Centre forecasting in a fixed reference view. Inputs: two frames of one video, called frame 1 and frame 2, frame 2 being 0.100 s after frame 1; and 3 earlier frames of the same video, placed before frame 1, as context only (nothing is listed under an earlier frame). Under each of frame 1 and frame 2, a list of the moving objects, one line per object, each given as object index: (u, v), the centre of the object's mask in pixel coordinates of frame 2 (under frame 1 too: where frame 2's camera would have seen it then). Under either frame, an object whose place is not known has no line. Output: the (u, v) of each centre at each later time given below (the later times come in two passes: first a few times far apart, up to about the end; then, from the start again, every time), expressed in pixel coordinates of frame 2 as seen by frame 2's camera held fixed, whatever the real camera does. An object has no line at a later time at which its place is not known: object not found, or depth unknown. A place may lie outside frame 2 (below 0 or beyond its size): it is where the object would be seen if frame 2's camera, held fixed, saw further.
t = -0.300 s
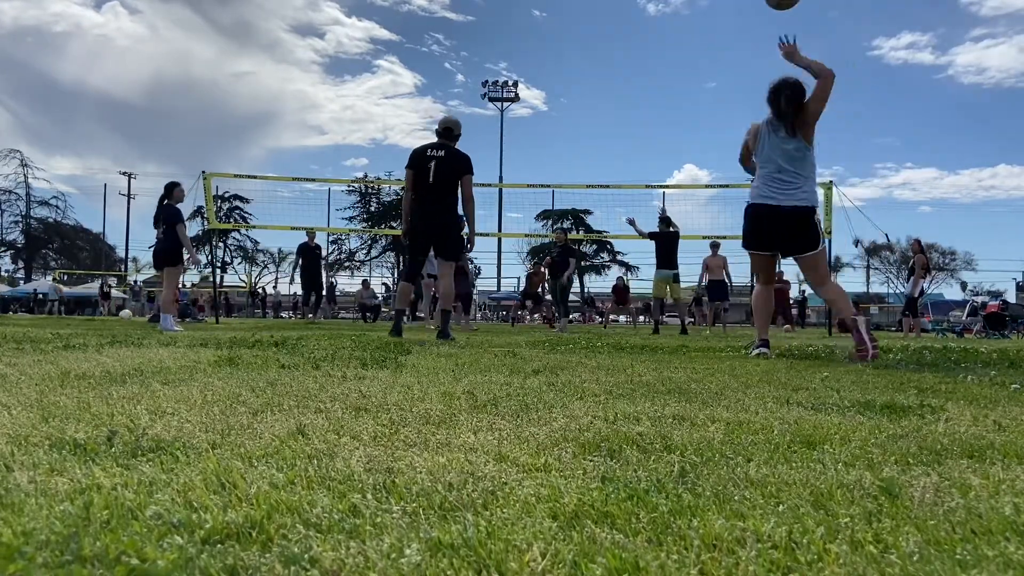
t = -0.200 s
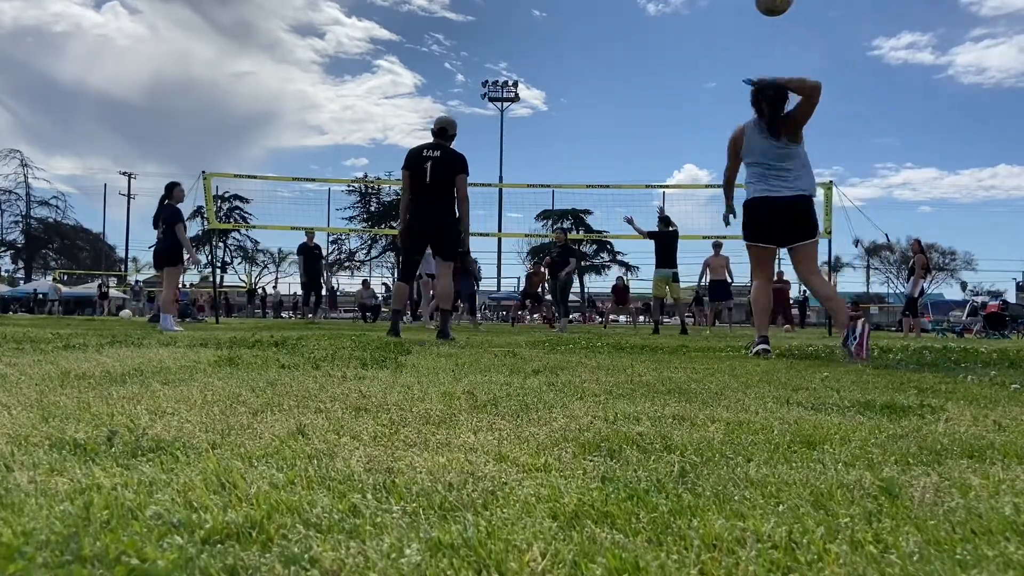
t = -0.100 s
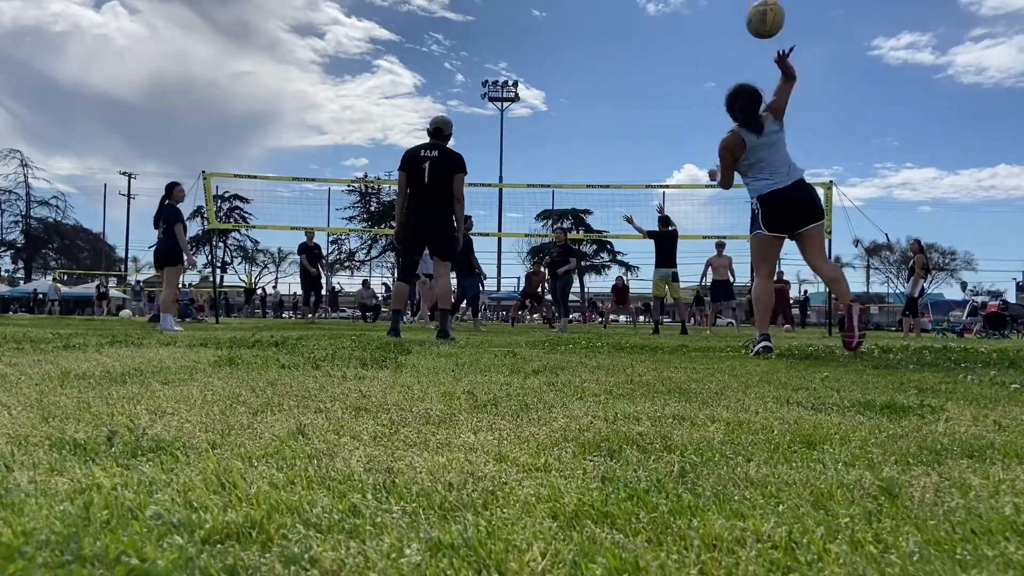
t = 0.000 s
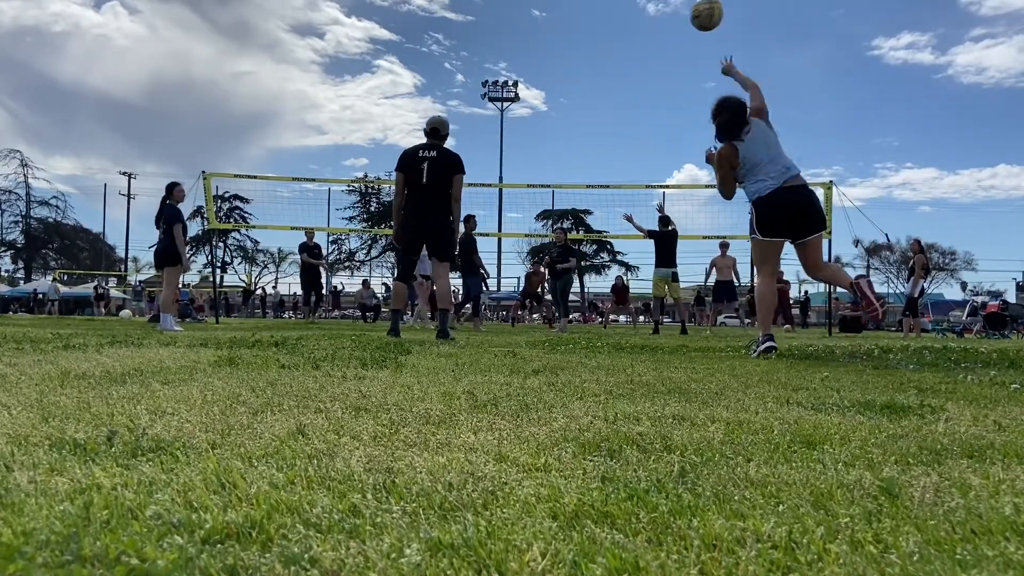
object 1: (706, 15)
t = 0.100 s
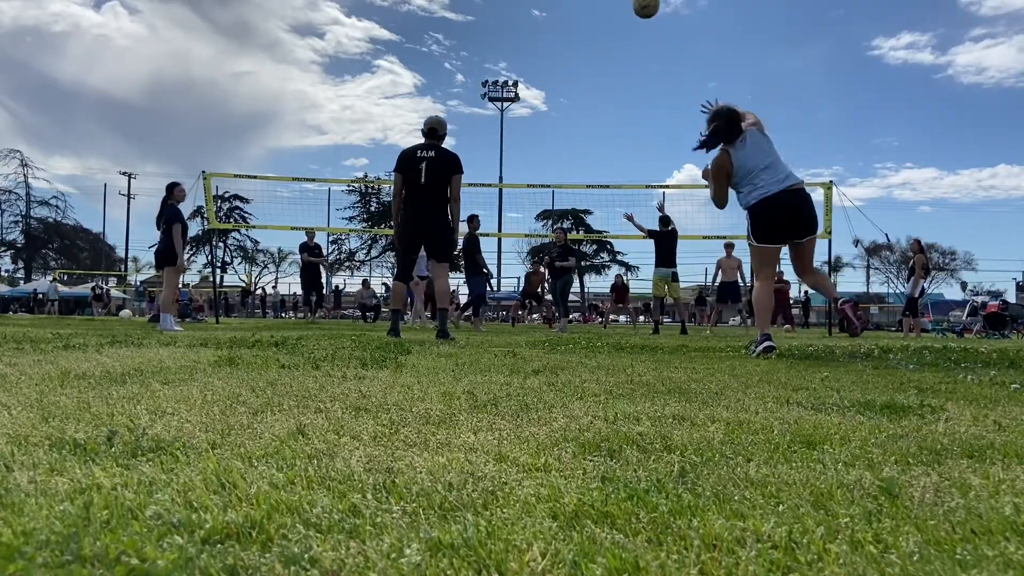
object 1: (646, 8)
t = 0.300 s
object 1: (569, 17)
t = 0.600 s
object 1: (513, 72)
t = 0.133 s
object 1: (630, 7)
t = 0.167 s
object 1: (615, 7)
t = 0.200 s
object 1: (602, 8)
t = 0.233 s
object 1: (590, 9)
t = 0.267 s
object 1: (579, 11)
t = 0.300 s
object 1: (569, 17)
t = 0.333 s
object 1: (560, 22)
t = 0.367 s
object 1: (553, 27)
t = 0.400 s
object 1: (546, 33)
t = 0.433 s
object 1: (539, 39)
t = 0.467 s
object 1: (533, 45)
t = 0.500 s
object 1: (528, 52)
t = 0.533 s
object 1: (523, 58)
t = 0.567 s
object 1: (518, 66)
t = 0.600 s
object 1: (513, 72)
